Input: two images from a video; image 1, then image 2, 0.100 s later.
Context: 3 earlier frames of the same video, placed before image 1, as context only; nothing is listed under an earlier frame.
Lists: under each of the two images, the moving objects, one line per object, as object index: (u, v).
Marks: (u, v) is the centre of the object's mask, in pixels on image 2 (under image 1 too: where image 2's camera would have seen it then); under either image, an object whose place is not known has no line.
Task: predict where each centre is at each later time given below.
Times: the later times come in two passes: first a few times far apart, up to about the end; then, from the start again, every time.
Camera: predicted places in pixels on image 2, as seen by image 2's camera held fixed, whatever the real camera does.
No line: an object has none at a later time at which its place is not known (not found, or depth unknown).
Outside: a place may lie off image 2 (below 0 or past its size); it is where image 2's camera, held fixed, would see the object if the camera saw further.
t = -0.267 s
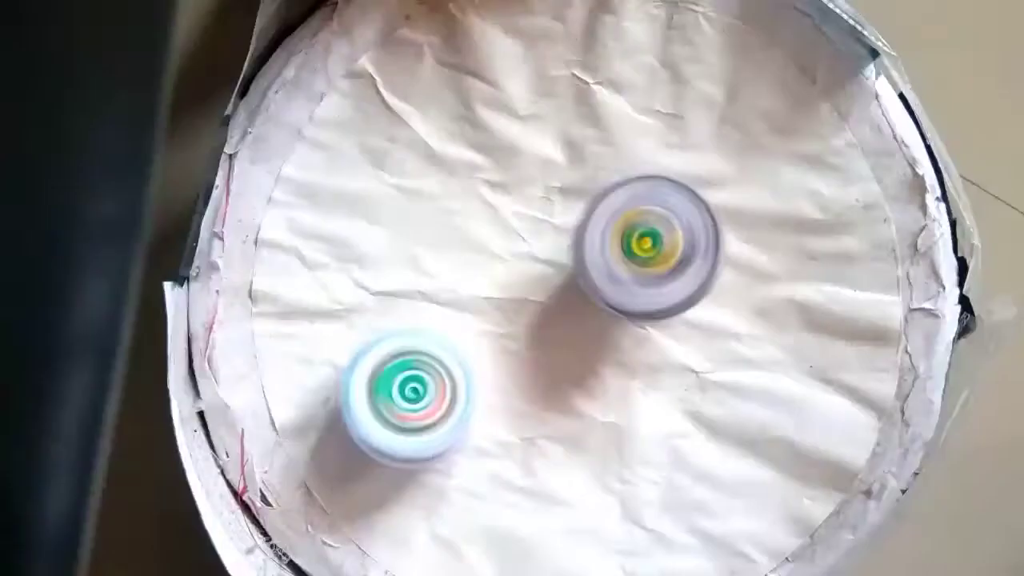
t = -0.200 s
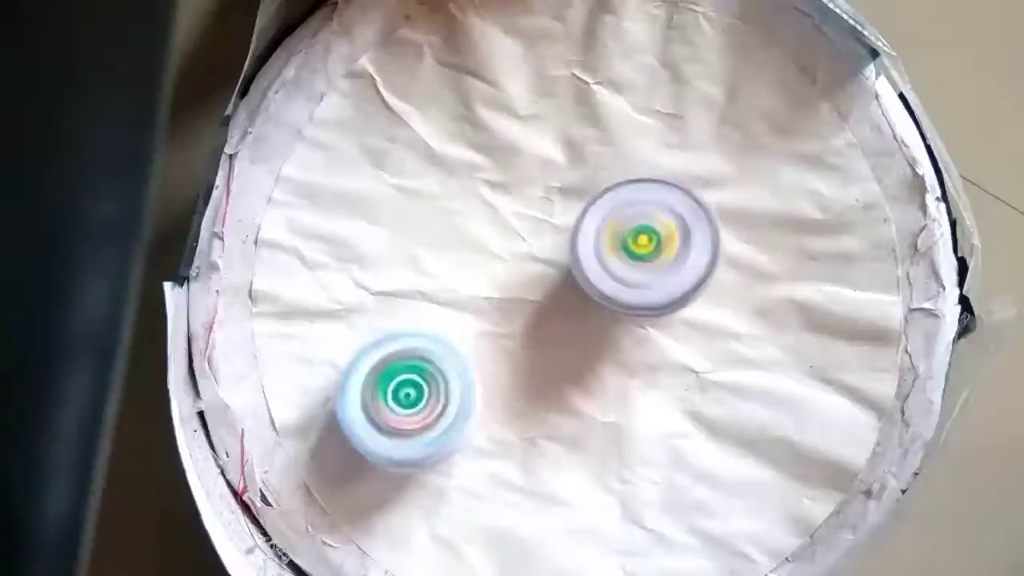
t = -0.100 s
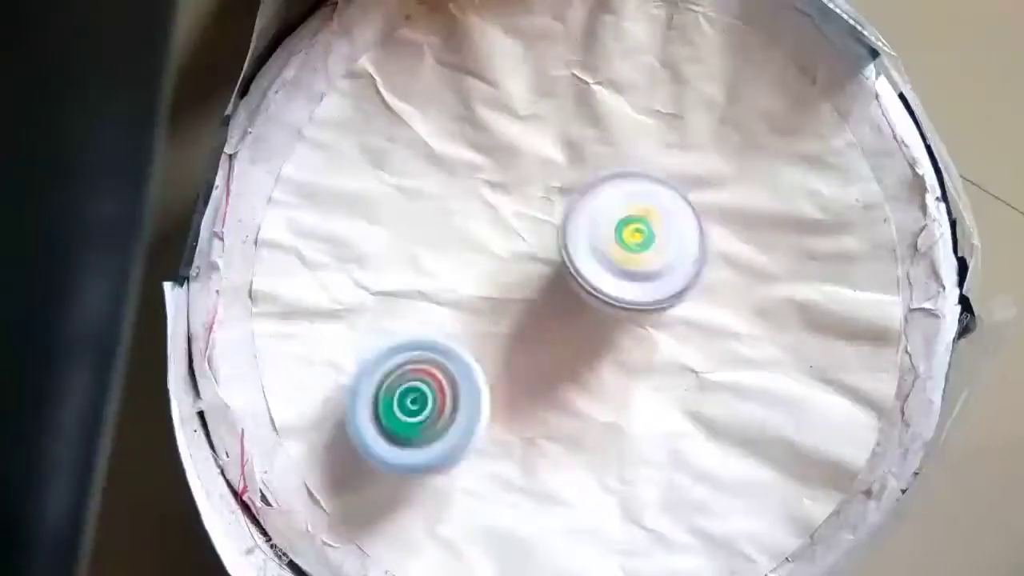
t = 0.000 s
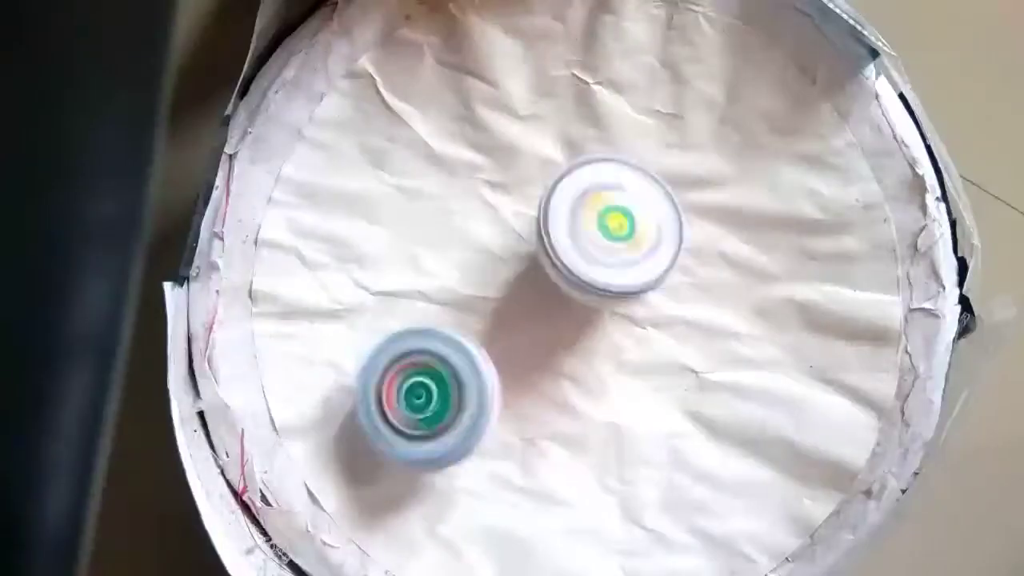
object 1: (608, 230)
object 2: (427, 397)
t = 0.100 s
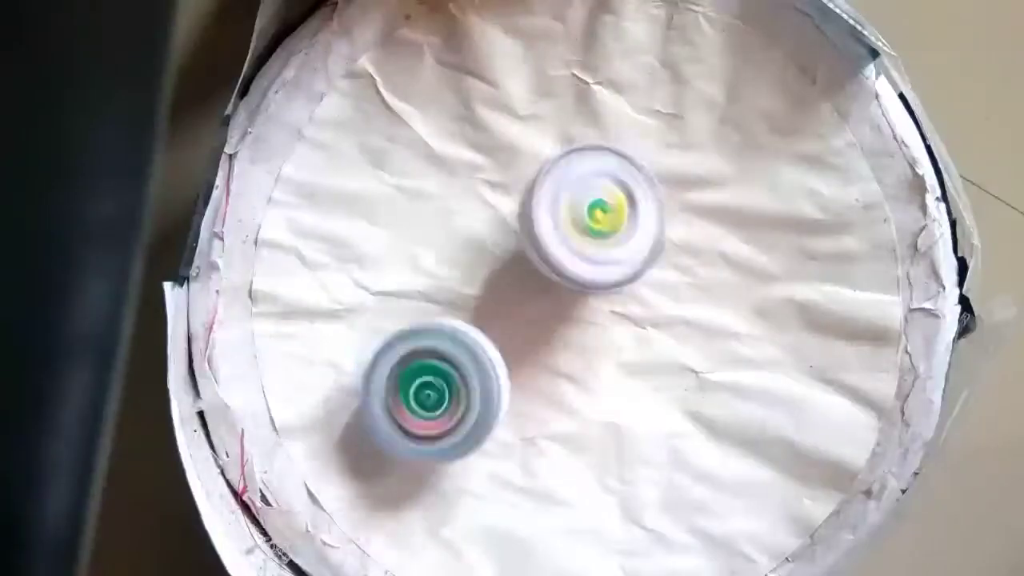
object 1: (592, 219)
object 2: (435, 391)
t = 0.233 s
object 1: (585, 195)
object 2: (435, 368)
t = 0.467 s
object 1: (557, 159)
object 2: (417, 358)
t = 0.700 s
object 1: (520, 175)
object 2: (412, 348)
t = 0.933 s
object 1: (478, 191)
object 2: (410, 339)
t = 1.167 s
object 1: (479, 194)
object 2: (427, 334)
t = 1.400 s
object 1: (521, 205)
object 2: (432, 373)
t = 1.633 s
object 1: (602, 279)
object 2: (443, 401)
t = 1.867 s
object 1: (695, 270)
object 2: (455, 412)
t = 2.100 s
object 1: (699, 245)
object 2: (506, 426)
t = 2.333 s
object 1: (694, 270)
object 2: (504, 421)
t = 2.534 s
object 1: (632, 287)
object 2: (466, 412)
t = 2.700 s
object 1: (607, 234)
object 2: (465, 413)
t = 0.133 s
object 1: (583, 207)
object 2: (439, 389)
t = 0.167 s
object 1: (581, 195)
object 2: (439, 378)
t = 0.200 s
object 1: (584, 191)
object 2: (434, 371)
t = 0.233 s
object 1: (585, 195)
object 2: (435, 368)
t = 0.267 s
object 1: (581, 202)
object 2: (429, 362)
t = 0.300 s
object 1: (567, 201)
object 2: (427, 363)
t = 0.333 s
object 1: (561, 194)
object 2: (425, 361)
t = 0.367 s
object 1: (554, 185)
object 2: (420, 360)
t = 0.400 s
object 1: (555, 177)
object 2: (420, 359)
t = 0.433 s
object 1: (554, 170)
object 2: (417, 357)
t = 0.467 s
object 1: (557, 159)
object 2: (417, 358)
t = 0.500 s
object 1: (559, 160)
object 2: (416, 356)
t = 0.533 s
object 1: (555, 160)
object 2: (414, 356)
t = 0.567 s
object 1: (552, 162)
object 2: (416, 356)
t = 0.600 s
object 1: (541, 165)
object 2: (413, 353)
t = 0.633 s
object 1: (535, 164)
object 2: (415, 352)
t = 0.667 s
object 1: (530, 171)
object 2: (413, 350)
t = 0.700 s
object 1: (520, 175)
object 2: (412, 348)
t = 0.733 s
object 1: (515, 177)
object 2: (412, 347)
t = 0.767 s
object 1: (505, 180)
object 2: (409, 344)
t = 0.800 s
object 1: (504, 177)
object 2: (410, 345)
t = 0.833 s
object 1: (505, 185)
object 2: (411, 343)
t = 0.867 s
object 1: (496, 190)
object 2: (410, 343)
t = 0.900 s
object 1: (486, 192)
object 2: (412, 341)
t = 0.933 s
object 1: (478, 191)
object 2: (410, 339)
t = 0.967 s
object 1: (478, 184)
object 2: (412, 341)
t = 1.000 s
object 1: (484, 190)
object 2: (414, 340)
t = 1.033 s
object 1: (479, 197)
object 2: (414, 338)
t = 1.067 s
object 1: (474, 198)
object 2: (419, 336)
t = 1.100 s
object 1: (473, 198)
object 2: (421, 340)
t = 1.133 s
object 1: (472, 193)
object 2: (428, 339)
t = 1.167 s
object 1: (479, 194)
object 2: (427, 334)
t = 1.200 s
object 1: (483, 200)
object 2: (430, 338)
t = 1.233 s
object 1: (489, 196)
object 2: (433, 343)
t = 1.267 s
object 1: (508, 194)
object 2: (435, 353)
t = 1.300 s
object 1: (513, 203)
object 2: (437, 358)
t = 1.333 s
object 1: (516, 203)
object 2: (431, 365)
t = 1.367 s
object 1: (521, 204)
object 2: (431, 371)
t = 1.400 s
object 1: (521, 205)
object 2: (432, 373)
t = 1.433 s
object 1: (520, 213)
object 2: (425, 377)
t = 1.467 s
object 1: (537, 223)
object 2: (422, 381)
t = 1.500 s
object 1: (544, 233)
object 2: (428, 384)
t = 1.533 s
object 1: (559, 242)
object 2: (429, 387)
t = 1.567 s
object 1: (569, 254)
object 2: (427, 396)
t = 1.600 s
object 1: (585, 266)
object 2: (437, 402)
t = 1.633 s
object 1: (602, 279)
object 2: (443, 401)
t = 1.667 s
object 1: (618, 286)
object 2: (445, 403)
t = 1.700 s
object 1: (637, 294)
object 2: (445, 405)
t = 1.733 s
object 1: (654, 295)
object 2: (447, 408)
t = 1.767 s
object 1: (668, 292)
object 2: (449, 409)
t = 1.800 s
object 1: (679, 286)
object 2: (451, 404)
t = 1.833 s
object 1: (689, 277)
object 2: (452, 408)
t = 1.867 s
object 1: (695, 270)
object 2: (455, 412)
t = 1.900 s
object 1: (697, 262)
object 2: (461, 411)
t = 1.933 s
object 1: (699, 257)
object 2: (466, 411)
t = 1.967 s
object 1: (700, 252)
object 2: (473, 411)
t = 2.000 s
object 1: (700, 248)
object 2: (484, 412)
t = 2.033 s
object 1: (699, 246)
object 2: (494, 417)
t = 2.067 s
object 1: (699, 245)
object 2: (503, 420)
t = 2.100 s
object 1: (699, 245)
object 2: (506, 426)
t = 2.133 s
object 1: (699, 246)
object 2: (506, 431)
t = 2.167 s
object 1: (700, 249)
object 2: (506, 434)
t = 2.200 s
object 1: (700, 252)
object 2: (506, 435)
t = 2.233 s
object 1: (699, 255)
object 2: (506, 434)
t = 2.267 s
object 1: (698, 259)
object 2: (506, 432)
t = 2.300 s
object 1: (697, 264)
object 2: (506, 428)
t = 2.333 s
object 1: (694, 270)
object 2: (504, 421)
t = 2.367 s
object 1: (690, 277)
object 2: (499, 413)
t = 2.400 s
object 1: (682, 283)
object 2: (491, 409)
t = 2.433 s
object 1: (672, 289)
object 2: (484, 407)
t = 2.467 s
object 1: (661, 292)
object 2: (478, 408)
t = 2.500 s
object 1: (647, 292)
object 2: (470, 409)
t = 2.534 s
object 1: (632, 287)
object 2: (466, 412)
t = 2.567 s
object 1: (622, 279)
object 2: (464, 414)
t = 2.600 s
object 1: (616, 270)
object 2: (462, 416)
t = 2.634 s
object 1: (611, 258)
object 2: (462, 416)
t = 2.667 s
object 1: (605, 246)
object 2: (463, 415)
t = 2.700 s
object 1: (607, 234)
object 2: (465, 413)
